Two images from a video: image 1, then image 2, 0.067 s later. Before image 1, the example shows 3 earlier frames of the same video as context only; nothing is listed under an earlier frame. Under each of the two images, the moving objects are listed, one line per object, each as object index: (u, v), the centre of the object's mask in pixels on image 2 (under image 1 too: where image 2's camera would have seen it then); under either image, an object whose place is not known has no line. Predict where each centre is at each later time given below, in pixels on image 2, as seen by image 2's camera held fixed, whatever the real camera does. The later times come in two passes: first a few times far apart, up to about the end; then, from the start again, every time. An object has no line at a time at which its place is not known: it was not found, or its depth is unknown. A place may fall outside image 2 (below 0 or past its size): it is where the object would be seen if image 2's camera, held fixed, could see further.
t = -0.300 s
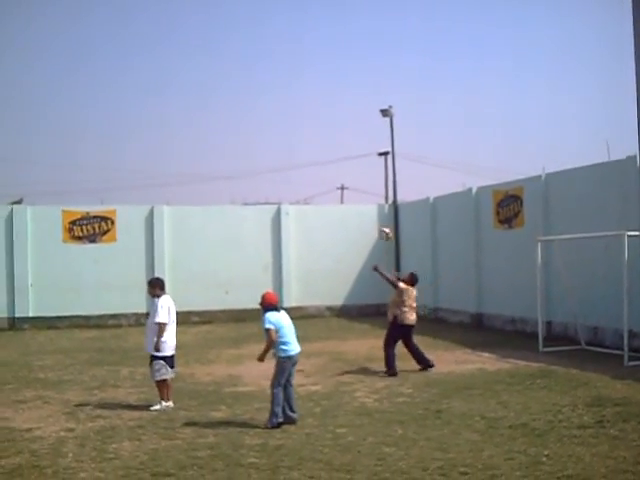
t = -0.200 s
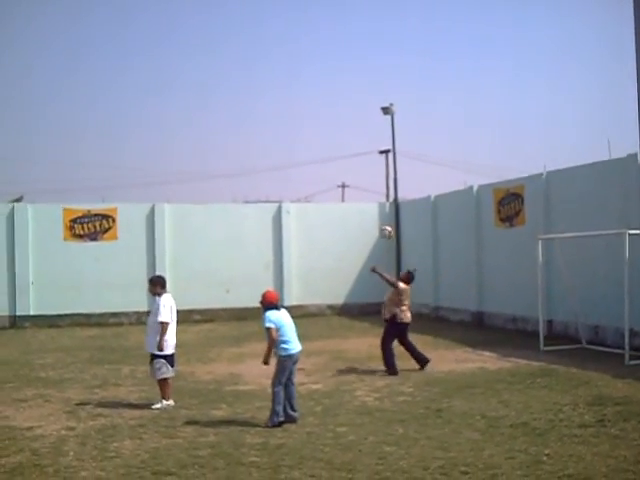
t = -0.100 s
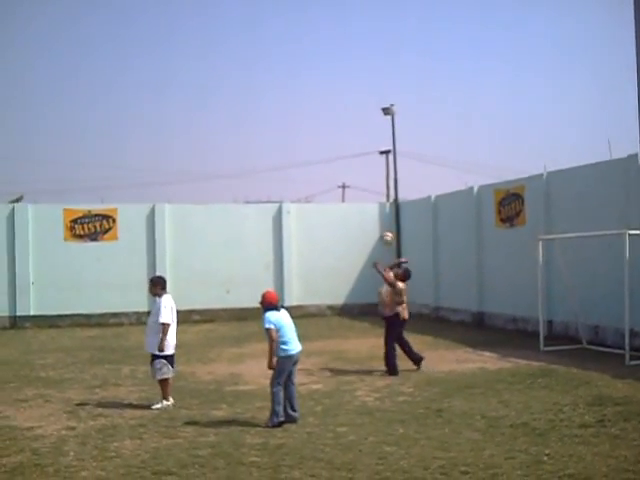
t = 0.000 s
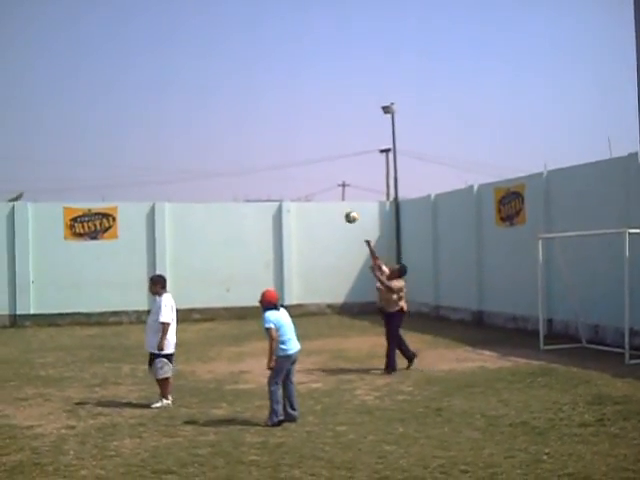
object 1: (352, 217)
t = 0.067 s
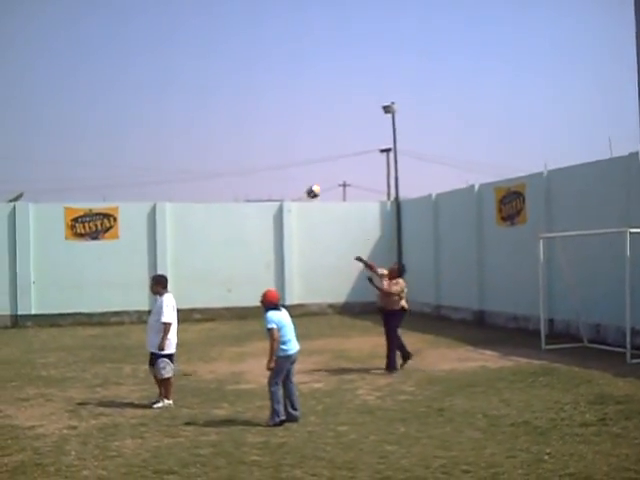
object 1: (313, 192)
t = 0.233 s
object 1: (207, 138)
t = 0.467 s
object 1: (38, 84)
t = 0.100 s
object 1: (293, 180)
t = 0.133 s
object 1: (273, 169)
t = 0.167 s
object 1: (251, 158)
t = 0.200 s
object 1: (230, 148)
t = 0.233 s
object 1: (207, 138)
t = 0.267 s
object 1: (184, 129)
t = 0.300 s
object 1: (162, 120)
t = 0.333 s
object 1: (138, 112)
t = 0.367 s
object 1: (114, 104)
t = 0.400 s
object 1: (89, 96)
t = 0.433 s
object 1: (64, 90)
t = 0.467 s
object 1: (38, 84)
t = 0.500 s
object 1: (11, 79)
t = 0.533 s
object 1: (-16, 74)
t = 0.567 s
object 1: (-41, 70)
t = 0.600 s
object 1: (-69, 66)
